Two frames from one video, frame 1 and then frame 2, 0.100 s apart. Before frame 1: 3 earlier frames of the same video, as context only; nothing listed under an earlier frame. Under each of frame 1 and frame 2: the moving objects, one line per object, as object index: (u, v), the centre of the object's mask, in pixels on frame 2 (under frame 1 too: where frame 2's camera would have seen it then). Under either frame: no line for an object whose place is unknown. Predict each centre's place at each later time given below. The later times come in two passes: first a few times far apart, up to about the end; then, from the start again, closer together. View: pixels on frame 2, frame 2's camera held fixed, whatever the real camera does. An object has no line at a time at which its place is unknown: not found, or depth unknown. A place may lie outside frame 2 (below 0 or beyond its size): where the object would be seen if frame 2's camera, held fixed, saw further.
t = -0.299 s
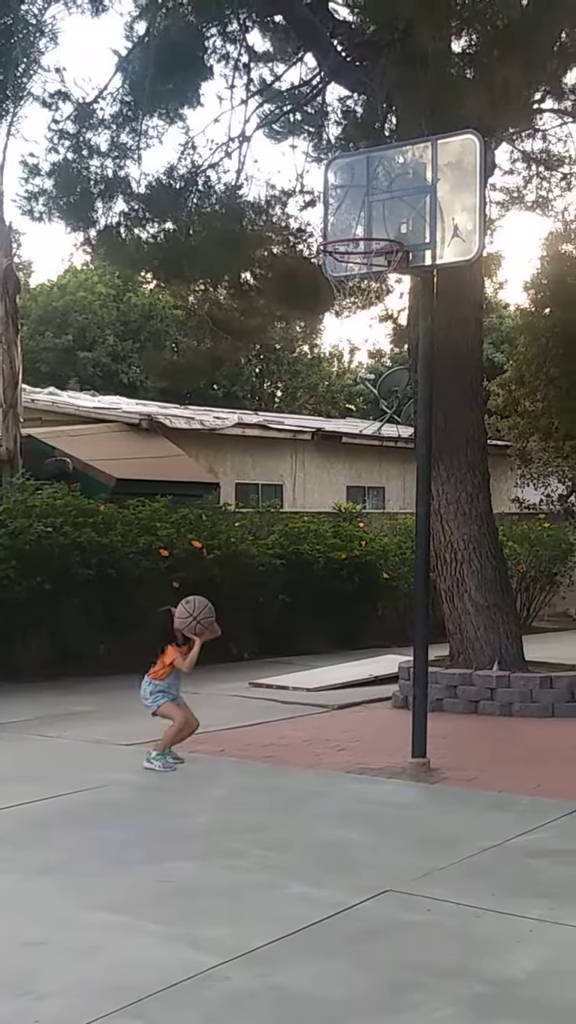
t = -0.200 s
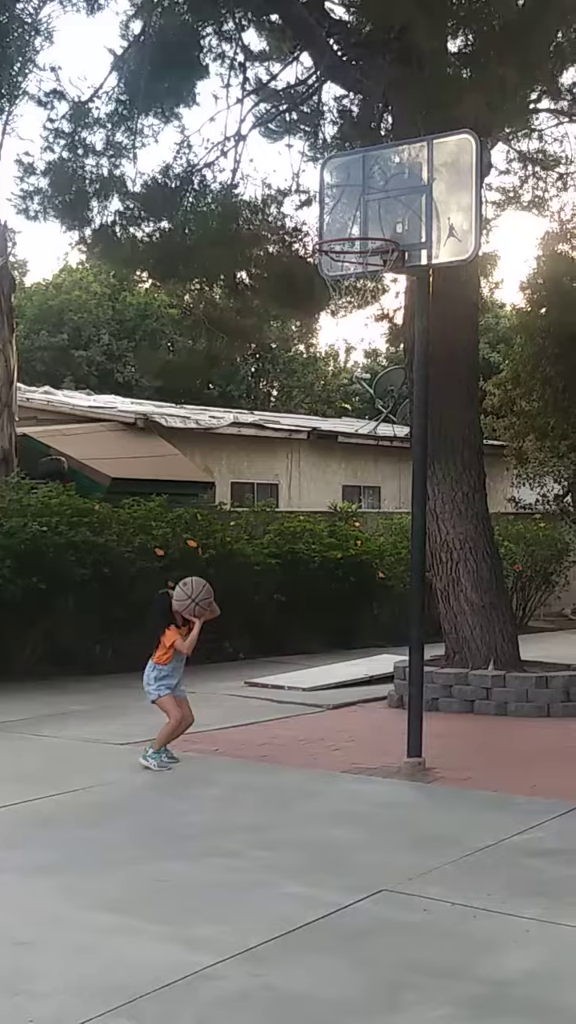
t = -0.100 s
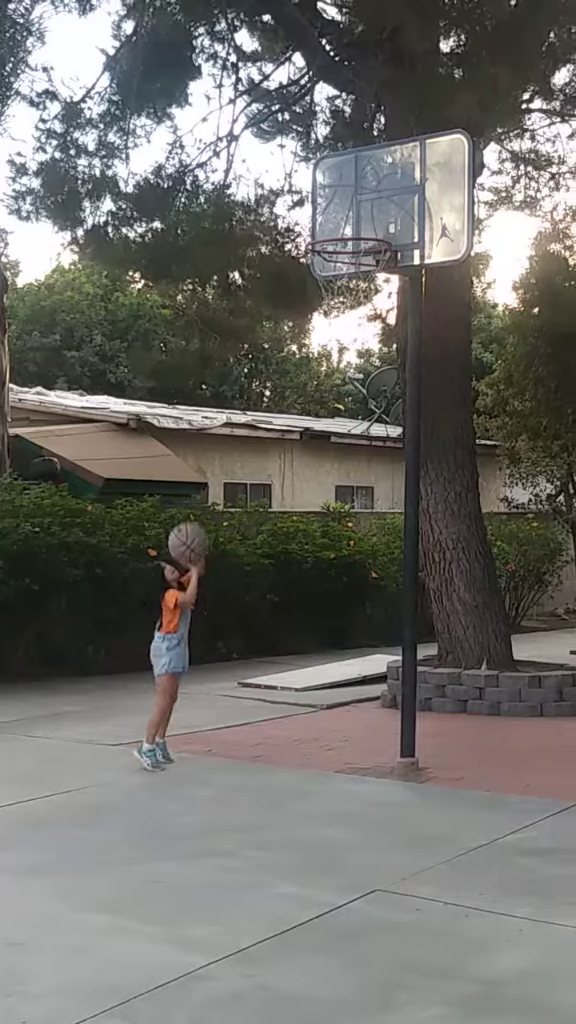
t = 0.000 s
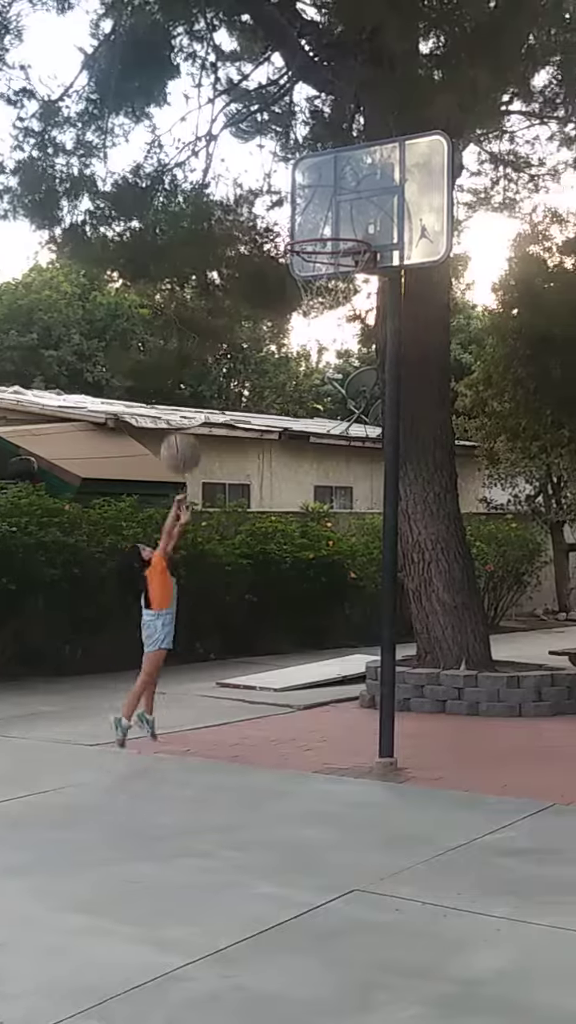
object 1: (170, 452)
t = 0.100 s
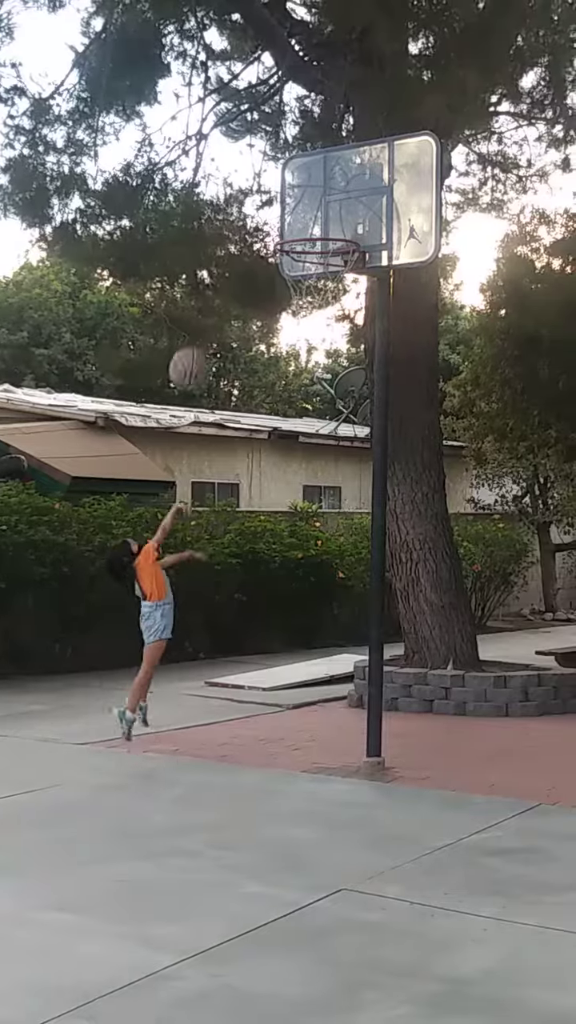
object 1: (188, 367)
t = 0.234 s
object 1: (215, 282)
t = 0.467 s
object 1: (261, 199)
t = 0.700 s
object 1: (308, 205)
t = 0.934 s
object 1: (326, 293)
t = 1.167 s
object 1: (307, 425)
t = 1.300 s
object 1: (296, 541)
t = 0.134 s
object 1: (196, 344)
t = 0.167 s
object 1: (200, 322)
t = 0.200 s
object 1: (207, 301)
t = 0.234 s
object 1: (215, 282)
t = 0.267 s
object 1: (222, 265)
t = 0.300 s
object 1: (228, 250)
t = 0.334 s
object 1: (234, 236)
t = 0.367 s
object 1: (241, 225)
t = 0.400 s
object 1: (247, 213)
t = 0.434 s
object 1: (254, 205)
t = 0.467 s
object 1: (261, 199)
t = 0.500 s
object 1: (268, 194)
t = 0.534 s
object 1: (275, 191)
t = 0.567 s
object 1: (282, 190)
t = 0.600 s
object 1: (289, 191)
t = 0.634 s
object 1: (295, 195)
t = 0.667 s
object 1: (302, 199)
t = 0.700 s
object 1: (308, 205)
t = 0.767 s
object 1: (325, 226)
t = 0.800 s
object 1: (332, 239)
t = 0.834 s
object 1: (339, 257)
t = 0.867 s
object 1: (336, 263)
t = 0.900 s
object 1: (330, 279)
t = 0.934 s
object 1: (326, 293)
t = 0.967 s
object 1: (324, 306)
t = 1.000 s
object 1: (321, 322)
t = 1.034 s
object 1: (318, 340)
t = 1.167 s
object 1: (307, 425)
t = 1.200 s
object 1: (304, 452)
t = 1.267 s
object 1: (300, 509)
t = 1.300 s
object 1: (296, 541)
